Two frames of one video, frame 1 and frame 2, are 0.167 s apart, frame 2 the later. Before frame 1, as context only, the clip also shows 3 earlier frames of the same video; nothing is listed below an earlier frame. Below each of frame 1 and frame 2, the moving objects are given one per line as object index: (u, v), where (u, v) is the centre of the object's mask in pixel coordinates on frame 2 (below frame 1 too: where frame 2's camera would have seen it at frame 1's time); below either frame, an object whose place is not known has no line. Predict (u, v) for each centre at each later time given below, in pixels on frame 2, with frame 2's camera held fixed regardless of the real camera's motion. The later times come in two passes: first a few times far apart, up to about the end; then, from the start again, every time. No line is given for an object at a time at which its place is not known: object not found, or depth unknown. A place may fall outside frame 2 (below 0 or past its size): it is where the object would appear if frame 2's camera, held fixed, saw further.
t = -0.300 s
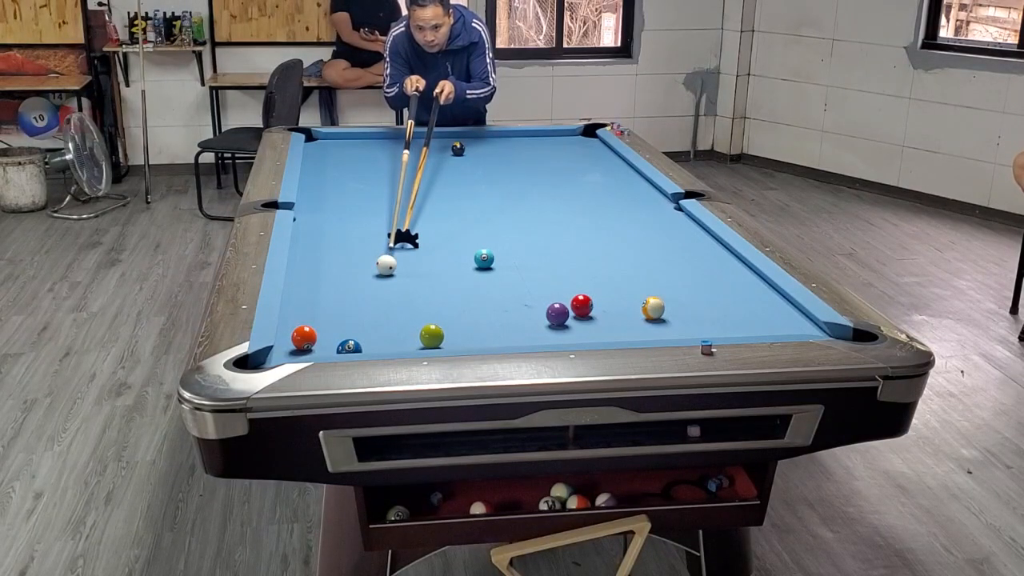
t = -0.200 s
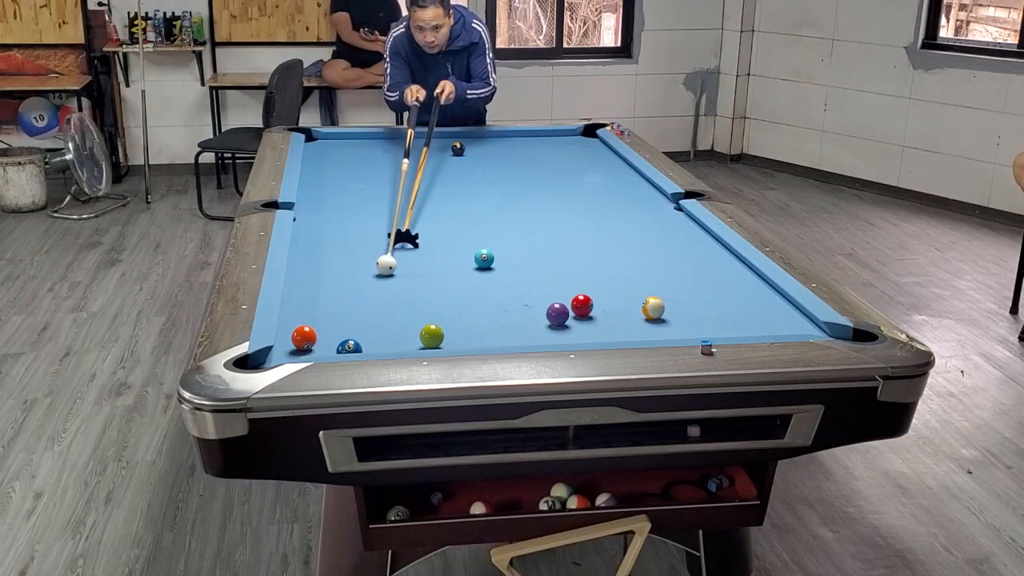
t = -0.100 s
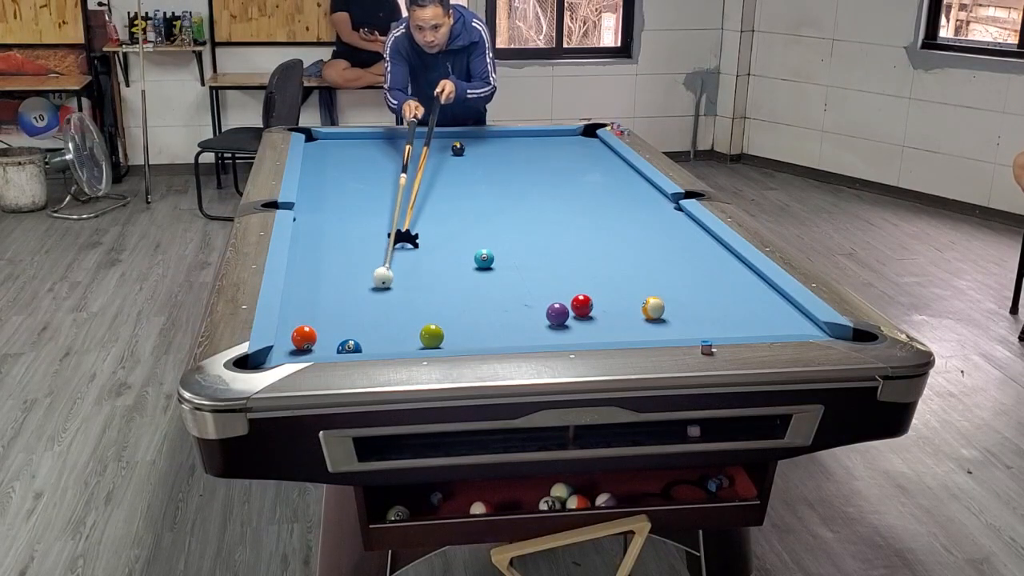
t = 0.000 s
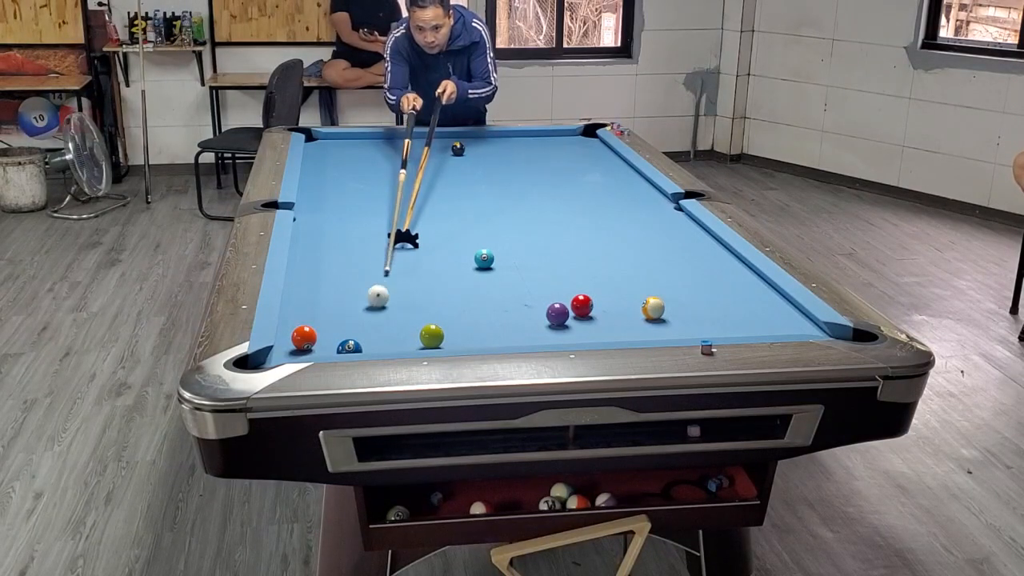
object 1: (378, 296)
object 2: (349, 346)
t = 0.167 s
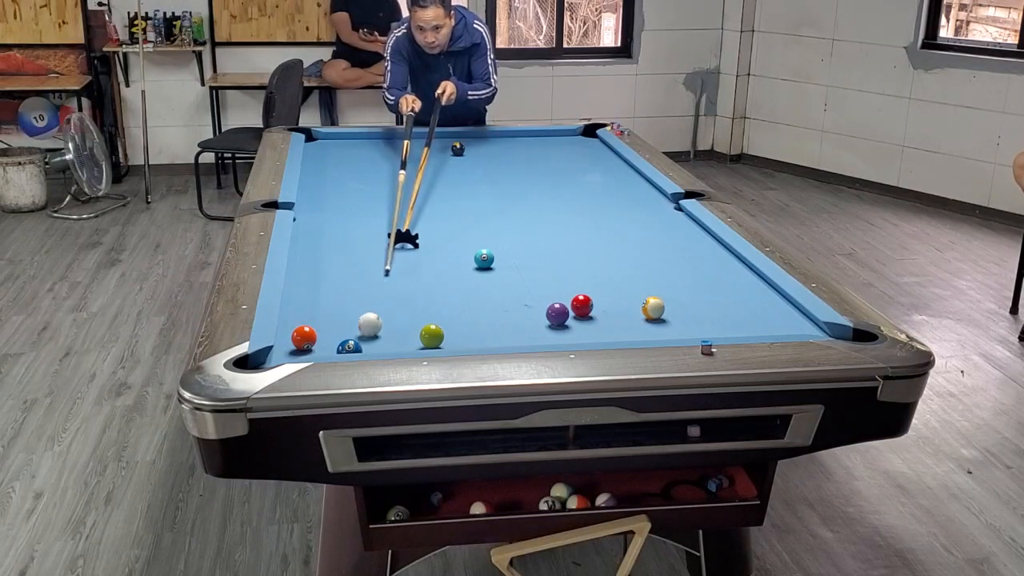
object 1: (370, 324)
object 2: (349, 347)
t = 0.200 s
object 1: (368, 330)
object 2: (349, 346)
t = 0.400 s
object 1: (380, 345)
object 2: (338, 346)
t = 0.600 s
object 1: (396, 342)
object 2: (328, 340)
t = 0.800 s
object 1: (406, 338)
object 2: (332, 332)
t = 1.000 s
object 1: (406, 331)
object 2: (335, 325)
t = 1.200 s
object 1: (406, 326)
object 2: (337, 319)
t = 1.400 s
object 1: (405, 321)
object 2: (340, 313)
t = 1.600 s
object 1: (404, 316)
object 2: (342, 308)
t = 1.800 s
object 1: (403, 312)
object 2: (343, 303)
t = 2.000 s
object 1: (403, 308)
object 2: (345, 299)
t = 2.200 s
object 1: (402, 305)
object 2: (346, 295)
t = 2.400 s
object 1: (401, 302)
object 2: (347, 291)
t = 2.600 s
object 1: (400, 299)
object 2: (346, 288)
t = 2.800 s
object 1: (398, 297)
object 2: (345, 285)
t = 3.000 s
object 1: (397, 295)
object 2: (345, 283)
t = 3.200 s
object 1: (395, 294)
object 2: (345, 281)
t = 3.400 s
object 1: (394, 293)
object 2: (344, 279)
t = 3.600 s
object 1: (393, 292)
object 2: (343, 278)
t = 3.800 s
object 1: (393, 292)
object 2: (342, 277)
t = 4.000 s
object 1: (393, 291)
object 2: (342, 276)
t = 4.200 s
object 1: (393, 292)
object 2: (341, 275)
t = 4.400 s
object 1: (393, 292)
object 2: (341, 275)
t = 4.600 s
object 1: (393, 292)
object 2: (341, 275)
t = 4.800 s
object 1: (393, 292)
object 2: (341, 275)
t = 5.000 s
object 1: (393, 292)
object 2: (341, 275)
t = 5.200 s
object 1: (393, 292)
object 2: (341, 275)
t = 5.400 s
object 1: (393, 292)
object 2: (341, 275)
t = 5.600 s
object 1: (393, 292)
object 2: (341, 275)
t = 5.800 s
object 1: (393, 292)
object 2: (341, 275)
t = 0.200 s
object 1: (368, 330)
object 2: (349, 346)
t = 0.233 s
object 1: (367, 334)
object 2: (348, 346)
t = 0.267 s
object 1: (366, 339)
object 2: (348, 346)
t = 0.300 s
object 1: (367, 342)
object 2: (345, 347)
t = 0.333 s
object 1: (371, 343)
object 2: (343, 347)
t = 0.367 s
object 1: (376, 344)
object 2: (340, 346)
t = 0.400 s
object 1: (380, 345)
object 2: (338, 346)
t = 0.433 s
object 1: (384, 346)
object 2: (336, 345)
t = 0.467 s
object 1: (386, 345)
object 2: (334, 344)
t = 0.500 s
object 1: (388, 345)
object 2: (332, 343)
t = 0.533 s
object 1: (391, 344)
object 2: (330, 342)
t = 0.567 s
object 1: (393, 343)
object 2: (328, 341)
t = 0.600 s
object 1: (396, 342)
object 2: (328, 340)
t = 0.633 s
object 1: (398, 342)
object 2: (329, 338)
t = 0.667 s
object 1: (400, 341)
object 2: (329, 337)
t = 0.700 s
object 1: (402, 340)
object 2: (330, 335)
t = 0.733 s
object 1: (403, 339)
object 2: (331, 334)
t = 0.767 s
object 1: (406, 338)
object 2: (331, 333)
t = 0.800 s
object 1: (406, 338)
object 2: (332, 332)
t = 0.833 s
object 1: (406, 336)
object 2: (332, 331)
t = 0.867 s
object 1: (406, 335)
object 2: (333, 329)
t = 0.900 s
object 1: (406, 334)
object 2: (333, 328)
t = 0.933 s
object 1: (406, 333)
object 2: (334, 327)
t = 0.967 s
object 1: (406, 332)
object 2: (334, 326)
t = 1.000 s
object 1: (406, 331)
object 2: (335, 325)
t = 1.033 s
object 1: (406, 330)
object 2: (335, 324)
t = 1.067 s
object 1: (406, 329)
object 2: (336, 323)
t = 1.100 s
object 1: (406, 328)
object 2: (336, 322)
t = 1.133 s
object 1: (406, 327)
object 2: (337, 320)
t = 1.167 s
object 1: (406, 327)
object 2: (337, 320)
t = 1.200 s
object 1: (406, 326)
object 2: (337, 319)
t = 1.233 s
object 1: (406, 325)
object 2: (338, 318)
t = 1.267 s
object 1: (405, 324)
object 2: (338, 317)
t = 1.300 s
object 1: (405, 323)
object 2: (339, 316)
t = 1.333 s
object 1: (405, 322)
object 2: (339, 315)
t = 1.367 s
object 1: (405, 321)
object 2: (340, 314)
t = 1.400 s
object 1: (405, 321)
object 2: (340, 313)
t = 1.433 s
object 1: (404, 320)
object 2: (341, 312)
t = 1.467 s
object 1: (404, 319)
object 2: (341, 311)
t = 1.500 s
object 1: (404, 318)
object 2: (341, 310)
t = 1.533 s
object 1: (404, 317)
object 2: (342, 309)
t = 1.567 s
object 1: (404, 317)
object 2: (342, 309)
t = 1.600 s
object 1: (404, 316)
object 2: (342, 308)
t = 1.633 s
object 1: (404, 315)
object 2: (342, 307)
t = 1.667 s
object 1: (403, 314)
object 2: (342, 306)
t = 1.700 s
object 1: (403, 314)
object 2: (343, 305)
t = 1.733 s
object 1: (403, 313)
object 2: (343, 304)
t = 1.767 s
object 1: (403, 312)
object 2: (343, 304)
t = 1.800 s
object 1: (403, 312)
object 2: (343, 303)
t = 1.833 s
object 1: (403, 311)
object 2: (344, 302)
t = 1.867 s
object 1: (403, 310)
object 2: (344, 301)
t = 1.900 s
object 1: (403, 310)
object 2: (344, 301)
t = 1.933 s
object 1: (403, 309)
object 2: (344, 300)
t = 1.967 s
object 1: (403, 308)
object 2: (345, 299)
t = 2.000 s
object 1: (403, 308)
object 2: (345, 299)
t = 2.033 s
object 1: (403, 307)
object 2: (345, 298)
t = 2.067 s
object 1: (403, 307)
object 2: (345, 297)
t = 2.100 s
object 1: (403, 306)
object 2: (346, 296)
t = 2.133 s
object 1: (403, 306)
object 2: (346, 296)
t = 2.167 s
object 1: (403, 305)
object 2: (346, 295)
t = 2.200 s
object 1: (402, 305)
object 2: (346, 295)
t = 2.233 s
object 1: (402, 304)
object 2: (347, 294)
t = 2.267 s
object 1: (402, 304)
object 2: (347, 294)
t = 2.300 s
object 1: (402, 303)
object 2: (347, 293)
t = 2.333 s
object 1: (402, 303)
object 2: (347, 293)
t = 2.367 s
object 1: (401, 302)
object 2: (347, 292)
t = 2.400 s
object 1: (401, 302)
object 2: (347, 291)
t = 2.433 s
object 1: (401, 301)
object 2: (347, 291)
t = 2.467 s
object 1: (401, 301)
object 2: (346, 290)
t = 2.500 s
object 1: (401, 300)
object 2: (346, 290)
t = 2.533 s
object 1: (401, 300)
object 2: (346, 289)
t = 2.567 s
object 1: (400, 300)
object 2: (346, 289)
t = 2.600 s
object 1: (400, 299)
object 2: (346, 288)
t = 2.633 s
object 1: (400, 299)
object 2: (346, 288)
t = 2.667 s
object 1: (399, 298)
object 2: (345, 287)
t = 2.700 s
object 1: (399, 298)
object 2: (345, 287)
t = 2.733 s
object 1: (398, 298)
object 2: (345, 286)
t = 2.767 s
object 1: (398, 297)
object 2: (345, 286)
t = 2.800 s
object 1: (398, 297)
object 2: (345, 285)
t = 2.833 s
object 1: (398, 297)
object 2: (345, 285)
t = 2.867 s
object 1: (397, 296)
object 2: (345, 285)
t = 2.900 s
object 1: (397, 296)
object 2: (345, 284)
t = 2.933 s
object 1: (397, 296)
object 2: (345, 284)
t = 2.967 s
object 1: (397, 296)
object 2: (345, 283)
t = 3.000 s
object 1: (397, 295)
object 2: (345, 283)
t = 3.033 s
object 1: (396, 295)
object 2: (345, 283)
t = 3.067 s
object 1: (396, 295)
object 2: (345, 282)
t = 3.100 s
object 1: (396, 295)
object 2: (345, 282)
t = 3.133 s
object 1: (396, 294)
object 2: (345, 281)
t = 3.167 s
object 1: (395, 294)
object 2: (344, 281)
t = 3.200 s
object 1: (395, 294)
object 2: (345, 281)
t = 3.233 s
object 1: (395, 294)
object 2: (344, 281)
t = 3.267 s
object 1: (395, 294)
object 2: (344, 280)
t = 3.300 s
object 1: (394, 293)
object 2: (344, 280)
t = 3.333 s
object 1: (394, 293)
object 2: (344, 280)
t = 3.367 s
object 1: (394, 293)
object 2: (344, 279)
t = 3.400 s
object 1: (394, 293)
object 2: (344, 279)
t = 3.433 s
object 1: (394, 293)
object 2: (344, 279)
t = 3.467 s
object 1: (394, 293)
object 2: (344, 279)
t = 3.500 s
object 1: (393, 293)
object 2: (343, 278)
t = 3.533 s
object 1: (393, 293)
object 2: (343, 278)
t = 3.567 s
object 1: (393, 292)
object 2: (343, 278)
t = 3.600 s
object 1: (393, 292)
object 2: (343, 278)
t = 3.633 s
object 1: (393, 292)
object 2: (343, 278)
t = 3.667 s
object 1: (393, 292)
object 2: (343, 277)
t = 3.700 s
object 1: (393, 292)
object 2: (343, 277)
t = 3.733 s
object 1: (393, 292)
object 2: (343, 277)
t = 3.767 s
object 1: (393, 292)
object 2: (342, 277)
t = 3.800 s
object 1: (393, 292)
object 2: (342, 277)
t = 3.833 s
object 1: (393, 292)
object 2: (342, 277)
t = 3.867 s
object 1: (393, 292)
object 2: (342, 276)
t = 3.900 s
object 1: (393, 292)
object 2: (342, 276)
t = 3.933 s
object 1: (393, 292)
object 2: (342, 276)
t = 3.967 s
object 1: (393, 292)
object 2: (342, 276)
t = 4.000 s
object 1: (393, 291)
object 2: (342, 276)
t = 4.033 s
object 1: (393, 291)
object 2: (342, 276)
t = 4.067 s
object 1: (393, 292)
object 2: (342, 276)
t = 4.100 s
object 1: (393, 292)
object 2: (342, 275)
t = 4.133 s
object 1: (393, 292)
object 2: (341, 275)
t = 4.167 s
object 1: (393, 291)
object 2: (341, 275)
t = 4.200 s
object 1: (393, 292)
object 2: (341, 275)
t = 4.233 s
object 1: (393, 291)
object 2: (341, 275)
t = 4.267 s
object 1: (393, 292)
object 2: (341, 275)
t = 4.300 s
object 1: (393, 292)
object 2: (341, 275)
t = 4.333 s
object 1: (393, 292)
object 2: (341, 275)
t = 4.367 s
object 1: (393, 292)
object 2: (341, 275)
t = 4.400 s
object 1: (393, 292)
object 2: (341, 275)
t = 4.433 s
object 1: (393, 292)
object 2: (341, 275)
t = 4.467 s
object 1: (393, 292)
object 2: (341, 275)
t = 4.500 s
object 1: (393, 292)
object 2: (341, 275)
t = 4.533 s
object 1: (393, 292)
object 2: (341, 275)
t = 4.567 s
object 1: (393, 292)
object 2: (341, 275)
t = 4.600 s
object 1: (393, 292)
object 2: (341, 275)
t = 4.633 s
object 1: (393, 292)
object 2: (341, 275)
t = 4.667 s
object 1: (393, 292)
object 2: (341, 275)
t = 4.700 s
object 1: (393, 292)
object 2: (341, 275)
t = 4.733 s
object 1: (393, 292)
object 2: (341, 275)
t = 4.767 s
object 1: (393, 292)
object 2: (341, 275)
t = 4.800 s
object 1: (393, 292)
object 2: (341, 275)
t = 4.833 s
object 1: (393, 292)
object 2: (341, 275)
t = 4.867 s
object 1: (393, 292)
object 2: (341, 275)
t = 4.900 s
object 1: (393, 292)
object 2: (341, 275)
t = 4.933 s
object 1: (393, 292)
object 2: (341, 275)
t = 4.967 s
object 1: (393, 292)
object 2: (341, 275)
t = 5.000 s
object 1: (393, 292)
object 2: (341, 275)
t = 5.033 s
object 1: (393, 292)
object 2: (341, 275)
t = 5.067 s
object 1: (393, 292)
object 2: (341, 275)
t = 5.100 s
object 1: (393, 292)
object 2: (341, 275)
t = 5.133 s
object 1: (393, 292)
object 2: (341, 275)
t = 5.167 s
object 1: (393, 292)
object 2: (341, 275)
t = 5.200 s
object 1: (393, 292)
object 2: (341, 275)
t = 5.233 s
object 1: (393, 292)
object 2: (341, 275)
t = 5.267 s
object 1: (393, 292)
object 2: (341, 275)
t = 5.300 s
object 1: (393, 292)
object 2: (341, 275)
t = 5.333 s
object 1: (393, 292)
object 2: (341, 275)
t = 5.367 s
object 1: (393, 292)
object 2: (341, 275)
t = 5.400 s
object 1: (393, 292)
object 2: (341, 275)
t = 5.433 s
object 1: (393, 292)
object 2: (341, 275)
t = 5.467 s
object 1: (393, 292)
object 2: (341, 275)
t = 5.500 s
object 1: (393, 292)
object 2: (341, 275)
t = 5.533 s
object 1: (393, 292)
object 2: (341, 275)
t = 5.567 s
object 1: (393, 292)
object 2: (341, 275)
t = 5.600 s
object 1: (393, 292)
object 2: (341, 275)
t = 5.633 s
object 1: (393, 292)
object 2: (341, 275)
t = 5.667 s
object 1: (393, 292)
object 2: (341, 275)
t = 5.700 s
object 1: (393, 292)
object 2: (341, 275)
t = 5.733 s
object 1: (393, 292)
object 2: (341, 275)
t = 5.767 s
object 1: (393, 292)
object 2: (341, 275)
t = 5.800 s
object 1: (393, 292)
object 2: (341, 275)
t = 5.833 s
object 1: (393, 292)
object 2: (341, 275)
